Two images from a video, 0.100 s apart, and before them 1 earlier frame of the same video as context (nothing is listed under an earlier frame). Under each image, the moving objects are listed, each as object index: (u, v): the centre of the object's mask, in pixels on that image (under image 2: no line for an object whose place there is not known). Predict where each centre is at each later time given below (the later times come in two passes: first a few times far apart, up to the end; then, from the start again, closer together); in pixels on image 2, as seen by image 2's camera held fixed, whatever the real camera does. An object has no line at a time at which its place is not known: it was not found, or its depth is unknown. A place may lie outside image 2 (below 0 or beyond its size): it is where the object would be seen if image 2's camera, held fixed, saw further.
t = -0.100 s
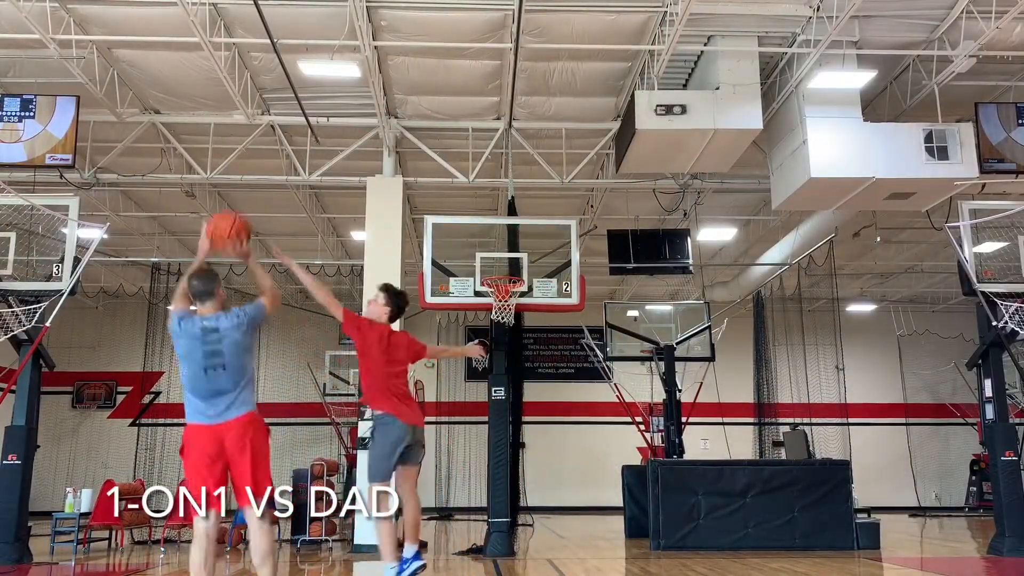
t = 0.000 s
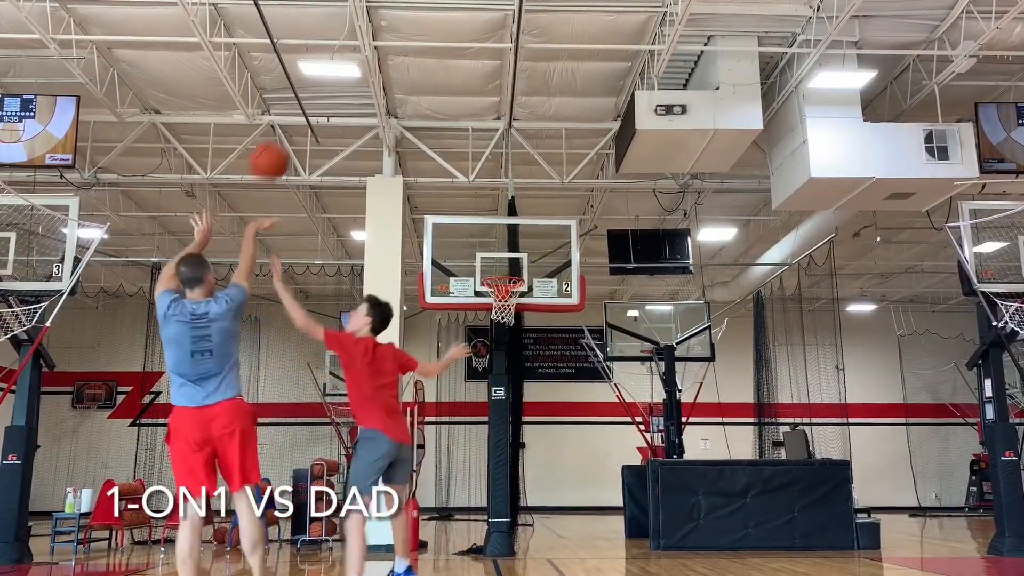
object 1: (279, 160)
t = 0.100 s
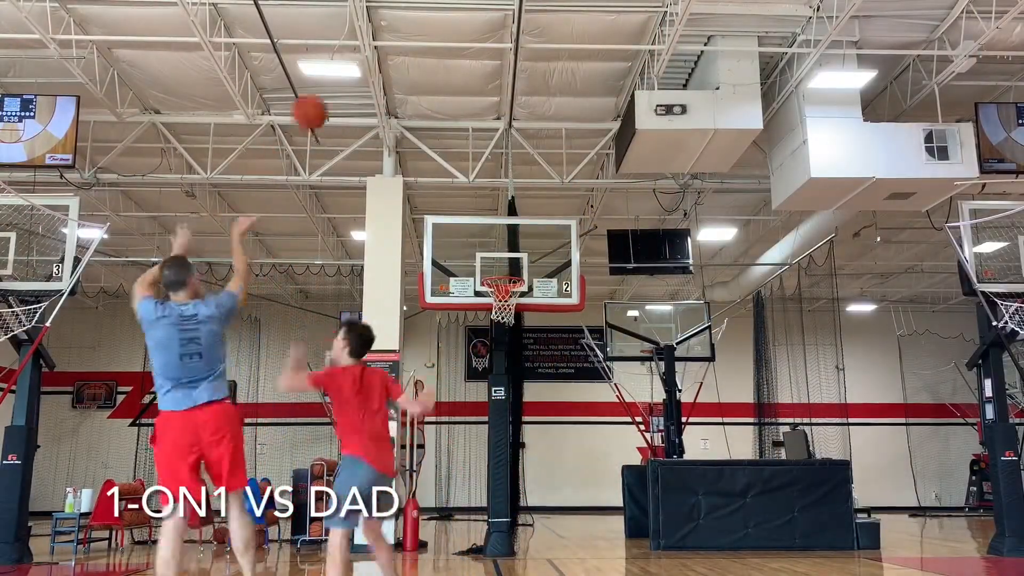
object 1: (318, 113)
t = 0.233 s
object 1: (361, 78)
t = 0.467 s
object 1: (418, 73)
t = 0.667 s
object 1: (454, 111)
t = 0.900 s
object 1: (488, 190)
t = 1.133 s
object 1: (517, 302)
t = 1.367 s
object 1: (507, 340)
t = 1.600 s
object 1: (499, 425)
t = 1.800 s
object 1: (496, 536)
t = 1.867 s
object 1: (491, 529)
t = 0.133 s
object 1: (330, 102)
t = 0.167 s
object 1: (341, 93)
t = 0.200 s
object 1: (350, 86)
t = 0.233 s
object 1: (361, 78)
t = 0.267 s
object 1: (370, 73)
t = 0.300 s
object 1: (379, 70)
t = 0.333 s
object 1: (388, 68)
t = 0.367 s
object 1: (395, 66)
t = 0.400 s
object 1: (403, 68)
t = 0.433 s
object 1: (410, 71)
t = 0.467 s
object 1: (418, 73)
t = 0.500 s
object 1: (425, 78)
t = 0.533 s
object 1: (431, 82)
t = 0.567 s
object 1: (437, 87)
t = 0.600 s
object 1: (443, 95)
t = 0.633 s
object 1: (448, 103)
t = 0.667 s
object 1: (454, 111)
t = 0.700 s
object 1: (461, 119)
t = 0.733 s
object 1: (465, 129)
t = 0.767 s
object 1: (470, 140)
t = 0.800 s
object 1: (475, 151)
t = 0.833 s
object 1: (479, 163)
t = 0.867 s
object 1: (484, 175)
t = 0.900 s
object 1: (488, 190)
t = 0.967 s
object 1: (497, 217)
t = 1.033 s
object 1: (504, 247)
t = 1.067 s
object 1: (506, 265)
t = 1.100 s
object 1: (508, 278)
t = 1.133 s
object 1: (517, 302)
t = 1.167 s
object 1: (512, 309)
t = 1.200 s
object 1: (514, 307)
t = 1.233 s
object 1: (515, 311)
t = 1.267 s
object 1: (513, 317)
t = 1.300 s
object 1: (509, 324)
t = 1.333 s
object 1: (508, 331)
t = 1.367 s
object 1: (507, 340)
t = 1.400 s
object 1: (506, 349)
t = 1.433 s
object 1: (505, 360)
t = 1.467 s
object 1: (504, 371)
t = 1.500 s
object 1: (503, 382)
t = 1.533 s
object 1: (502, 397)
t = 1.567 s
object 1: (501, 411)
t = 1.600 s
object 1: (499, 425)
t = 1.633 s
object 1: (499, 441)
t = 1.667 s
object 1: (498, 459)
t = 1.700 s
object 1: (497, 477)
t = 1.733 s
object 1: (497, 496)
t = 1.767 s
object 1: (496, 516)
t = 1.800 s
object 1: (496, 536)
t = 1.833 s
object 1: (493, 544)
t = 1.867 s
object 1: (491, 529)
